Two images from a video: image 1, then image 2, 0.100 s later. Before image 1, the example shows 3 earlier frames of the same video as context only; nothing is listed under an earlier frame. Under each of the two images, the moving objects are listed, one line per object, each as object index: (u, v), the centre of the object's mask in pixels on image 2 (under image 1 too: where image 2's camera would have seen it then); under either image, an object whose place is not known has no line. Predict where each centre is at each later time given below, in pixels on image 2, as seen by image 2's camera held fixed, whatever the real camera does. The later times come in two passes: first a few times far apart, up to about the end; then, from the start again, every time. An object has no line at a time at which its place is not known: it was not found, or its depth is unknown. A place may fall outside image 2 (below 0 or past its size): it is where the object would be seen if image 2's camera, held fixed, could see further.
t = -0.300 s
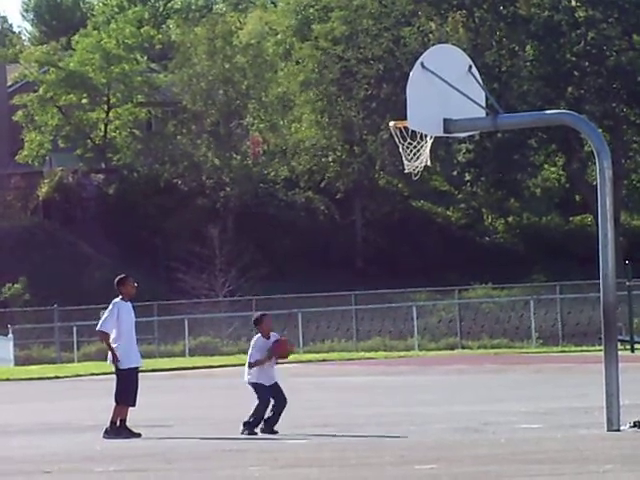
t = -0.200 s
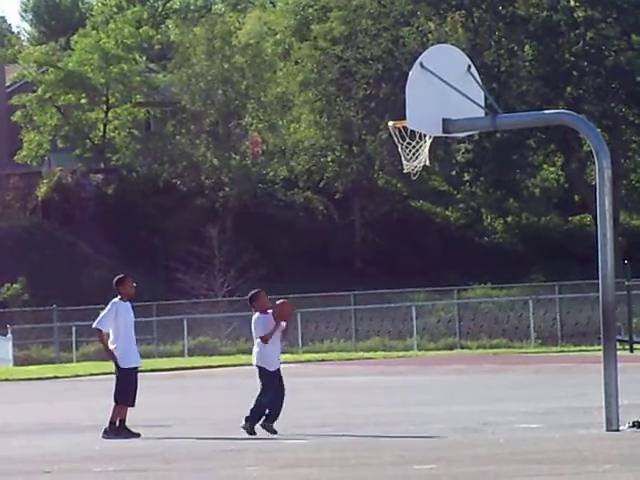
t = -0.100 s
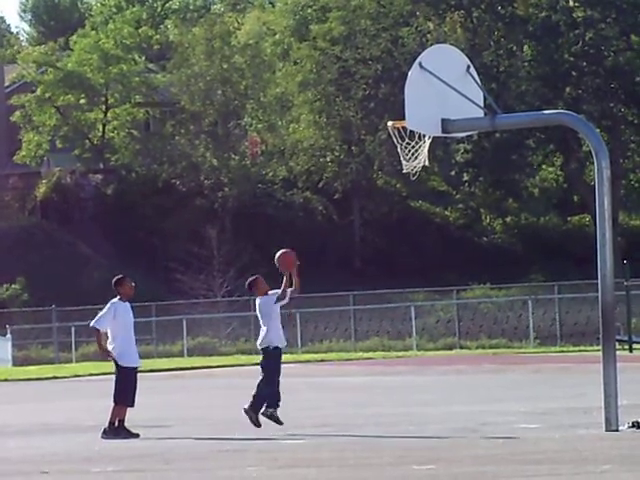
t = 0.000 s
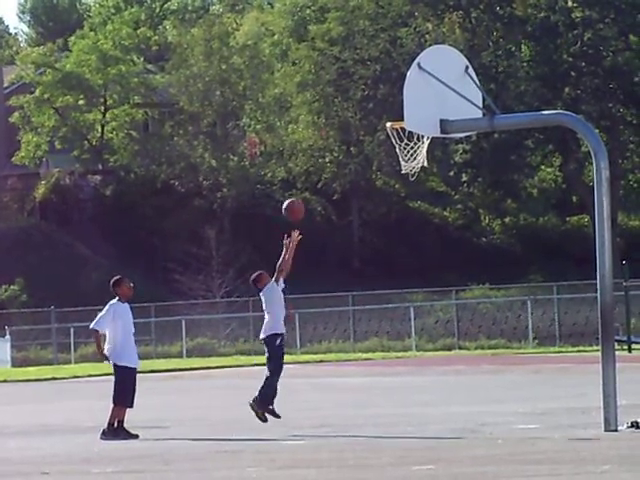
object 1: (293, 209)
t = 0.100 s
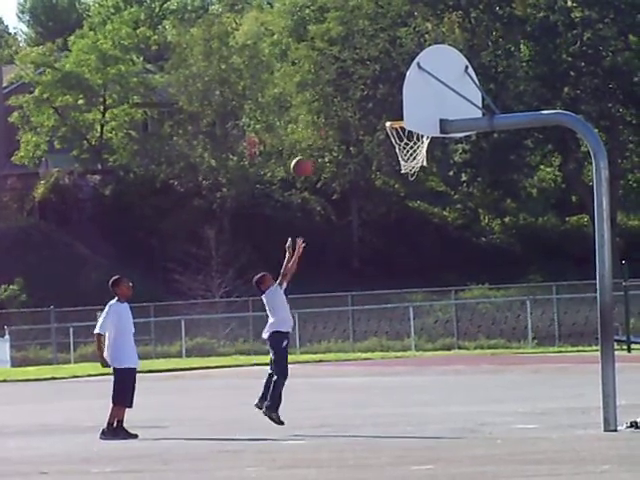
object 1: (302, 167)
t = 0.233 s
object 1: (315, 126)
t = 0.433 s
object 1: (336, 97)
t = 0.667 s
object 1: (364, 113)
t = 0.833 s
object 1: (384, 156)
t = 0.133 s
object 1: (306, 155)
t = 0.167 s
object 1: (308, 145)
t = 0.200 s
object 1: (311, 135)
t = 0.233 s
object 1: (315, 126)
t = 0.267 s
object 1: (318, 119)
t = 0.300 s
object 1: (322, 113)
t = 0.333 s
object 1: (326, 107)
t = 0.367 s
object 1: (329, 102)
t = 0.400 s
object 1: (332, 100)
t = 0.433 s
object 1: (336, 97)
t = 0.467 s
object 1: (340, 96)
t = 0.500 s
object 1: (343, 96)
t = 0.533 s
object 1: (347, 98)
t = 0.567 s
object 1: (351, 100)
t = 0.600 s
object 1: (355, 103)
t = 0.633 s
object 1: (359, 108)
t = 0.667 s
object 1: (364, 113)
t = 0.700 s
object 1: (368, 119)
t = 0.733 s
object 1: (373, 128)
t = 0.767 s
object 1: (376, 136)
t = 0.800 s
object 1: (381, 147)
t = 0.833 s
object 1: (384, 156)
